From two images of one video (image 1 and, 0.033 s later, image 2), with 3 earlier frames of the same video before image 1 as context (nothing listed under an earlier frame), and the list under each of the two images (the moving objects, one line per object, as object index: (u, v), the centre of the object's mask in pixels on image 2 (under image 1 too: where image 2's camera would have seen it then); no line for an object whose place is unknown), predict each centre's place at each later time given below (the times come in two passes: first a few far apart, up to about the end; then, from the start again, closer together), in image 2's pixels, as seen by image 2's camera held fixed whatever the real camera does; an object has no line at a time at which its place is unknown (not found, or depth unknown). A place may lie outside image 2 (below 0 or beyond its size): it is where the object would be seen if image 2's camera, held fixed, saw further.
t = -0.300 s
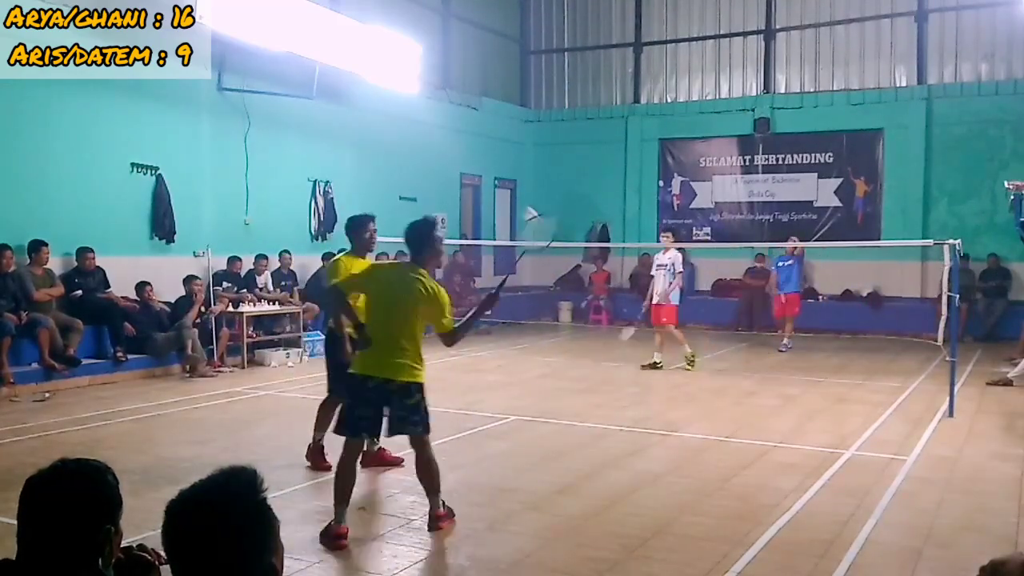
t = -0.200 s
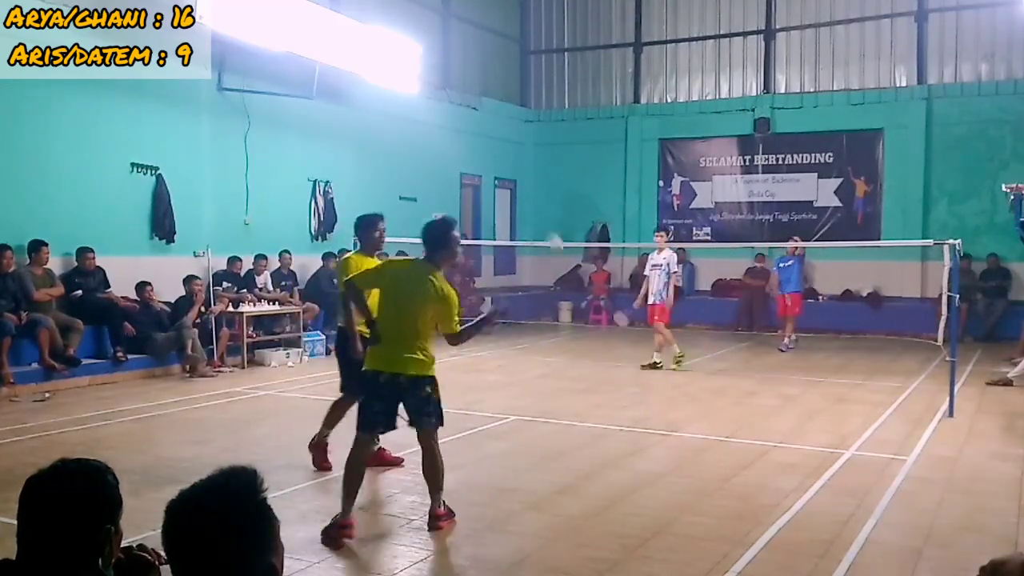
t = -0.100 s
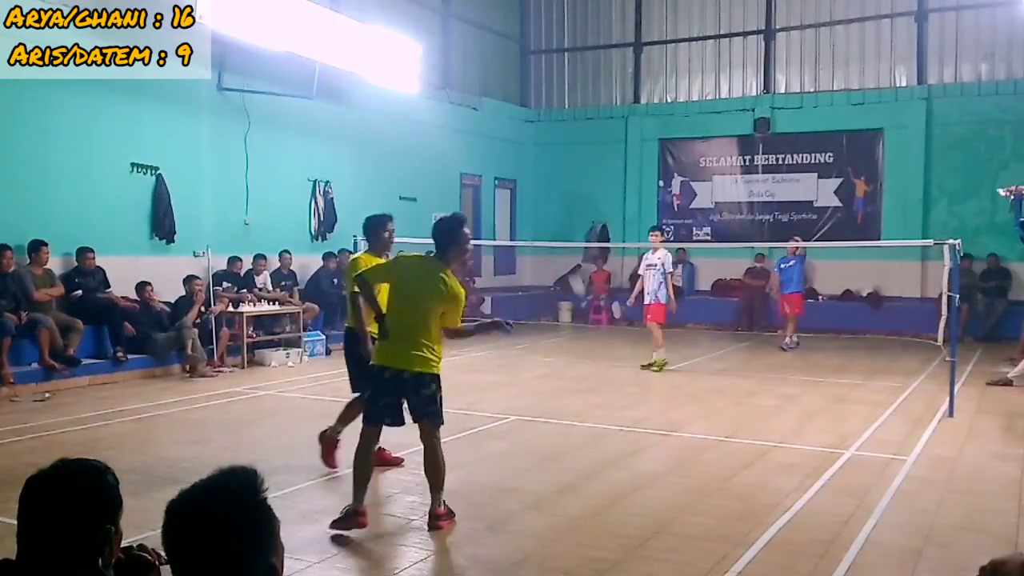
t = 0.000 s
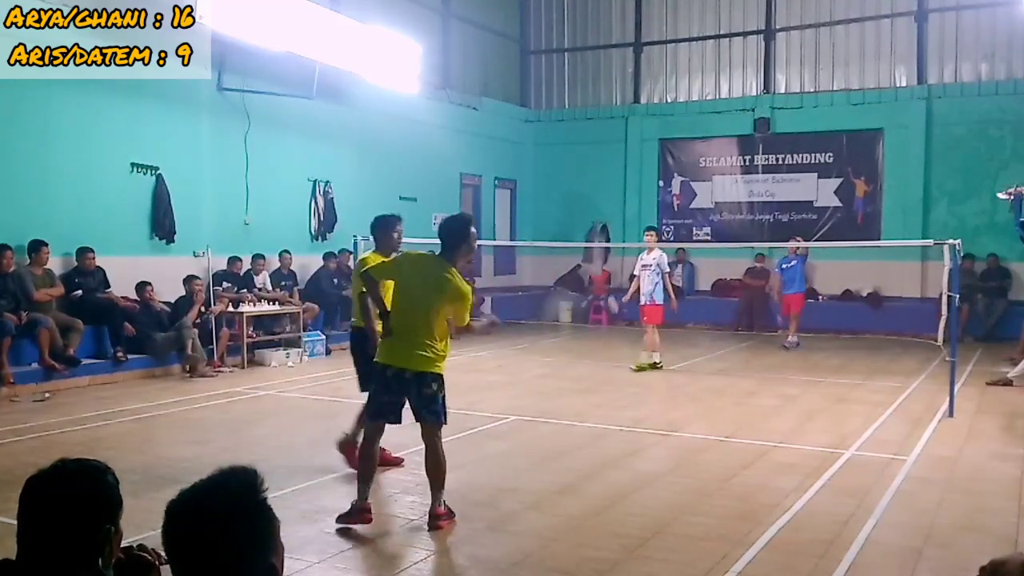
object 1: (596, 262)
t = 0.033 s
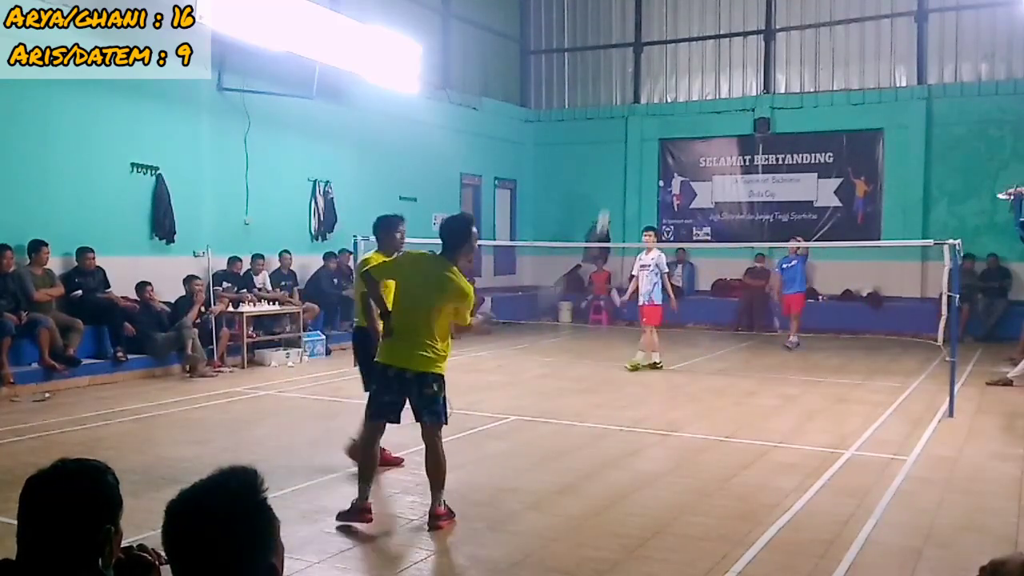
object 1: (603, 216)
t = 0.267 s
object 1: (614, 154)
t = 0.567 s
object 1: (618, 179)
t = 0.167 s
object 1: (611, 165)
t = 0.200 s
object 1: (612, 160)
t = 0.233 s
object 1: (614, 156)
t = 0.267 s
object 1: (614, 154)
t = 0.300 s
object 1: (614, 153)
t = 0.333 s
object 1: (615, 153)
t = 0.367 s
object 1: (615, 155)
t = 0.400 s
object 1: (616, 157)
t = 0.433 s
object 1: (617, 161)
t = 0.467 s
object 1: (617, 164)
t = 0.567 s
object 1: (618, 179)
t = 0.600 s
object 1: (618, 185)
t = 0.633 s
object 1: (619, 192)
